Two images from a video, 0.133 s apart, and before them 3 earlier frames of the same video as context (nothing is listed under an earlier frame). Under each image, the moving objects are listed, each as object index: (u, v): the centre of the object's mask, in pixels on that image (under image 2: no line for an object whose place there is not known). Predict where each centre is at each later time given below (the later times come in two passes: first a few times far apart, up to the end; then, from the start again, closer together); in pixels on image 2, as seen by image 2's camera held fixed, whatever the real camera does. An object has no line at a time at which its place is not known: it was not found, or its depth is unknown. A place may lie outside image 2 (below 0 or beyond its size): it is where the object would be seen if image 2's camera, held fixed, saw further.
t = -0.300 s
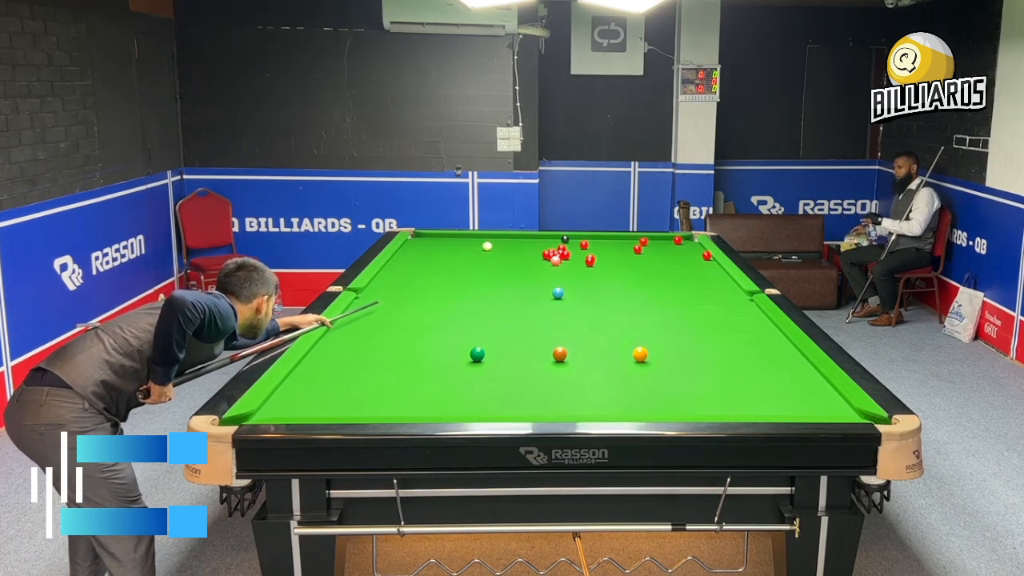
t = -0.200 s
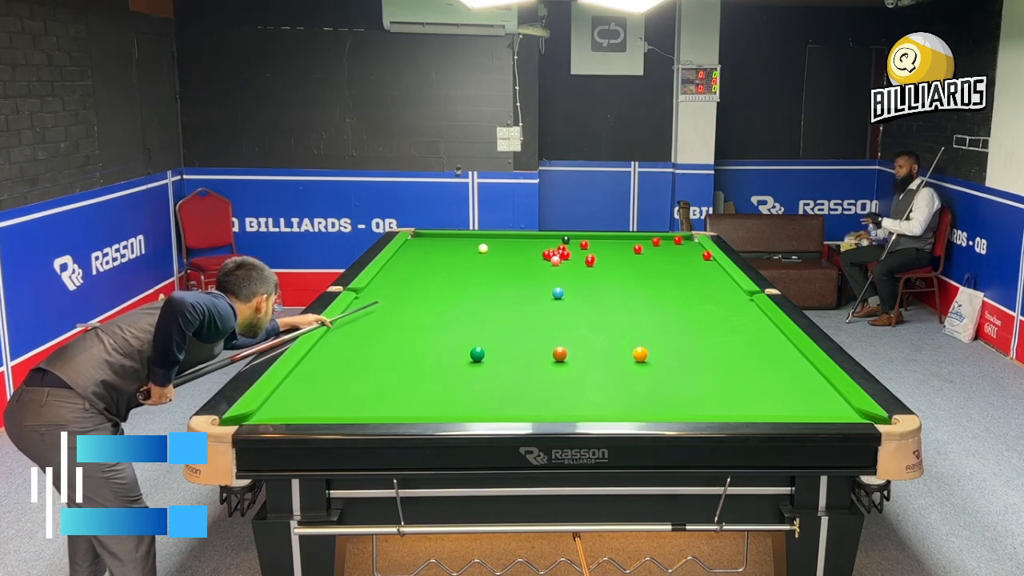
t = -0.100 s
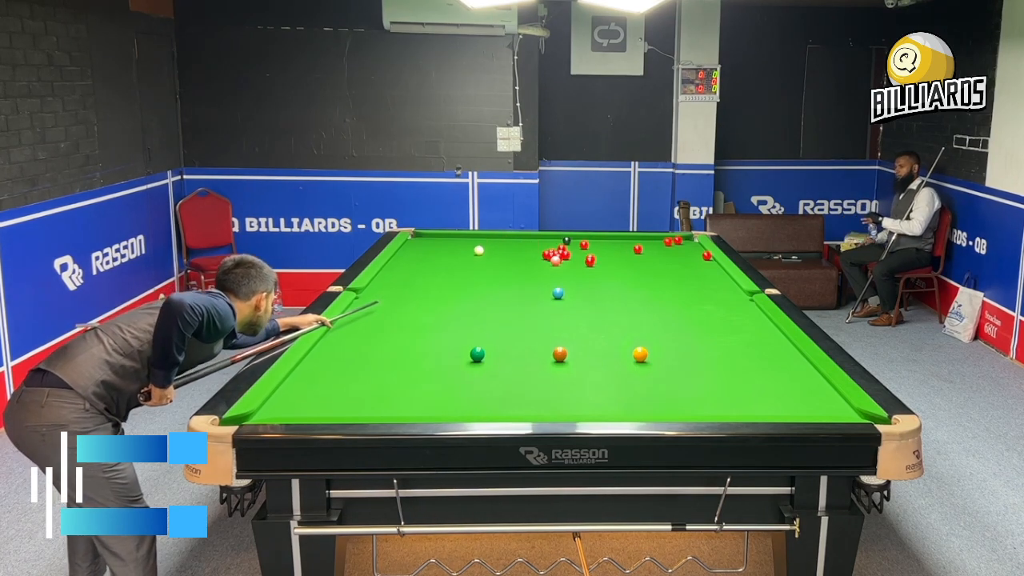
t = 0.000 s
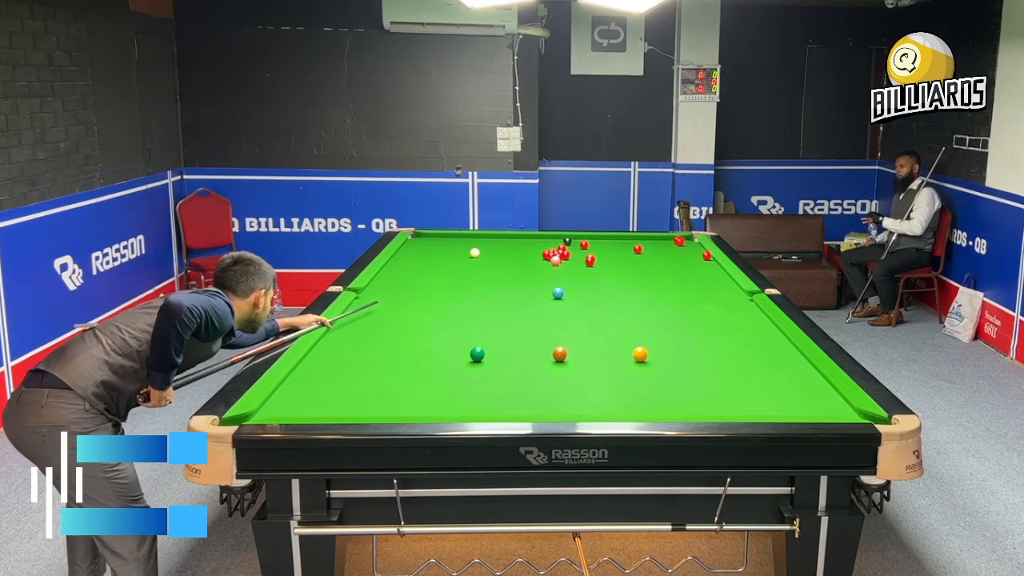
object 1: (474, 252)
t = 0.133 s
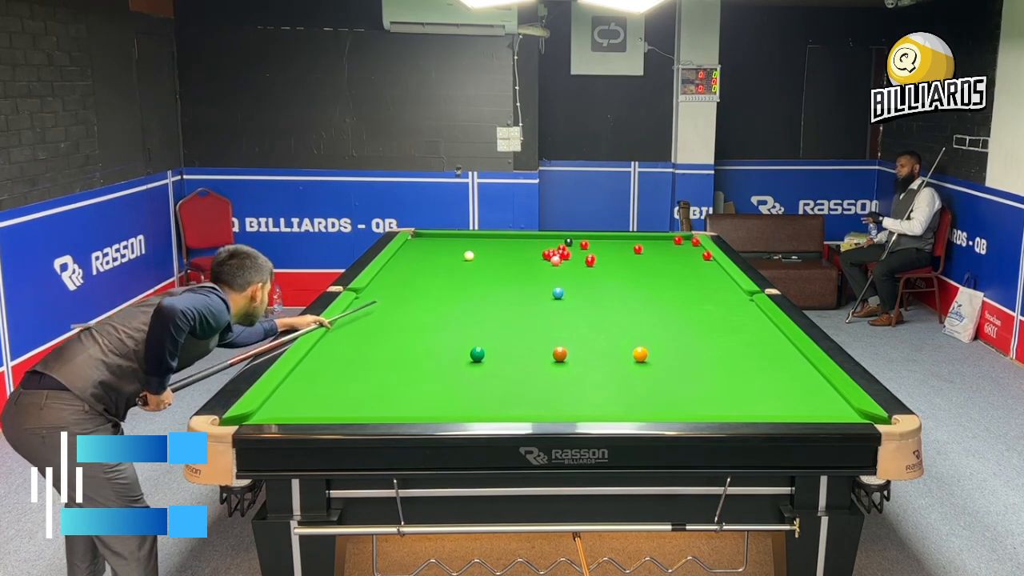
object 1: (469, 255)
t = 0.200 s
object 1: (466, 257)
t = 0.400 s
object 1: (457, 261)
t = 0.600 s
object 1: (448, 266)
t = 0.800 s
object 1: (439, 271)
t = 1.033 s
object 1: (428, 277)
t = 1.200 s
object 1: (420, 281)
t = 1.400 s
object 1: (411, 286)
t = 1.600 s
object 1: (401, 291)
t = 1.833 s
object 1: (390, 298)
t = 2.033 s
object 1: (380, 303)
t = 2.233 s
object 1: (370, 308)
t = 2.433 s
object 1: (360, 314)
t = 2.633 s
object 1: (351, 319)
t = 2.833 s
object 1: (341, 325)
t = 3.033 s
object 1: (333, 330)
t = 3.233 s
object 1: (332, 335)
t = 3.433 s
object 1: (330, 340)
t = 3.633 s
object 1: (329, 345)
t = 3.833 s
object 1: (327, 349)
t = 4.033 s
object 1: (326, 354)
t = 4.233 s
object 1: (324, 358)
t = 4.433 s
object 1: (323, 362)
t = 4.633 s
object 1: (321, 366)
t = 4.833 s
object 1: (320, 369)
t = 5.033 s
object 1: (318, 372)
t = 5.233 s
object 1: (317, 375)
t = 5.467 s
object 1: (315, 378)
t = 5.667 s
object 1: (315, 380)
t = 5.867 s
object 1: (314, 382)
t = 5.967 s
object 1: (314, 383)
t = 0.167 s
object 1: (467, 256)
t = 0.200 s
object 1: (466, 257)
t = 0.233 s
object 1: (464, 257)
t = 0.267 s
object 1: (463, 258)
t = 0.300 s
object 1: (461, 259)
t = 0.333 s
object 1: (460, 260)
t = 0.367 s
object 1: (458, 261)
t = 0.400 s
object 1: (457, 261)
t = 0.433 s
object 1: (455, 262)
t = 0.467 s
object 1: (454, 263)
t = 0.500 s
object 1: (453, 264)
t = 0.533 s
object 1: (451, 265)
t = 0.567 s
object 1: (449, 265)
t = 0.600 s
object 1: (448, 266)
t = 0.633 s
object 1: (446, 267)
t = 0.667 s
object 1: (445, 268)
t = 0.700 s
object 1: (444, 269)
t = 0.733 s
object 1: (442, 269)
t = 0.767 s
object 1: (441, 270)
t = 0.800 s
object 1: (439, 271)
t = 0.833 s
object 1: (437, 272)
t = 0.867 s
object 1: (436, 273)
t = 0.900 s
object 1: (434, 274)
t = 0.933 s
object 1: (433, 274)
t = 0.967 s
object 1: (431, 275)
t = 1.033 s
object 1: (428, 277)
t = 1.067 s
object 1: (426, 278)
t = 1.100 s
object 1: (425, 279)
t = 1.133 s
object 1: (423, 279)
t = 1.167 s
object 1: (422, 280)
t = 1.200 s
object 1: (420, 281)
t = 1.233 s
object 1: (419, 282)
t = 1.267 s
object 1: (417, 283)
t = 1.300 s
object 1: (415, 284)
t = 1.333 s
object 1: (414, 284)
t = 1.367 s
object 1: (413, 285)
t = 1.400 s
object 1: (411, 286)
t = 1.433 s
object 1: (409, 287)
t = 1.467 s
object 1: (408, 288)
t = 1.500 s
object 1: (406, 289)
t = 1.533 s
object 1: (404, 290)
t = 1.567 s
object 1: (403, 291)
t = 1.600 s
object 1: (401, 291)
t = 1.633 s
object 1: (400, 292)
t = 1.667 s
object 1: (398, 293)
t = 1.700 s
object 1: (396, 294)
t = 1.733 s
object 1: (395, 295)
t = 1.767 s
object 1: (393, 296)
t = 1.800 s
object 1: (391, 297)
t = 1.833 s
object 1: (390, 298)
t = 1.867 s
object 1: (388, 299)
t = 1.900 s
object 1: (387, 300)
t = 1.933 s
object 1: (385, 300)
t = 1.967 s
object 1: (383, 301)
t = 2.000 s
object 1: (382, 302)
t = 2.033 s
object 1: (380, 303)
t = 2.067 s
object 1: (378, 304)
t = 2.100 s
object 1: (376, 305)
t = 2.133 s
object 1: (375, 306)
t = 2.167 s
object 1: (373, 307)
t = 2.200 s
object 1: (372, 308)
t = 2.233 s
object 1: (370, 308)
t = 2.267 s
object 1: (368, 309)
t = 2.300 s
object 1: (367, 310)
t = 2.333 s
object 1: (365, 311)
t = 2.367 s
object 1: (363, 312)
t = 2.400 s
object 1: (362, 313)
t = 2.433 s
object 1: (360, 314)
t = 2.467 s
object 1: (358, 315)
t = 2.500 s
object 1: (357, 316)
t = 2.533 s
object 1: (355, 317)
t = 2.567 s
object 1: (354, 318)
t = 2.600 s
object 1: (352, 319)
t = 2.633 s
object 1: (351, 319)
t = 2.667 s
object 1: (349, 320)
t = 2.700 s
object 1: (347, 321)
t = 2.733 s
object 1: (345, 322)
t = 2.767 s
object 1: (344, 323)
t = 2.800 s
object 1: (343, 324)
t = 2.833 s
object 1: (341, 325)
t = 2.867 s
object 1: (339, 326)
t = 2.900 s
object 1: (338, 327)
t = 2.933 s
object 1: (336, 328)
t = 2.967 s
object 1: (334, 329)
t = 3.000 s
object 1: (333, 330)
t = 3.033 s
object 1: (333, 330)
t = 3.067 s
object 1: (333, 331)
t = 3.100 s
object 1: (333, 332)
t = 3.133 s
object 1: (333, 333)
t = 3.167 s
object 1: (332, 334)
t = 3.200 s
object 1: (332, 335)
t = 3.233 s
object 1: (332, 335)
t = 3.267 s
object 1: (331, 336)
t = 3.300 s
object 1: (331, 337)
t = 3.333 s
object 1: (331, 338)
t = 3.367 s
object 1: (331, 339)
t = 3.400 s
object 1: (331, 339)
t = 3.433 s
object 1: (330, 340)
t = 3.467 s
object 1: (330, 341)
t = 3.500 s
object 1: (330, 342)
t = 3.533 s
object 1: (329, 343)
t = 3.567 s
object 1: (329, 343)
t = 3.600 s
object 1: (329, 344)
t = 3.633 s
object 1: (329, 345)
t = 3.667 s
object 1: (328, 346)
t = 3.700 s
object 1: (328, 347)
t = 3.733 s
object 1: (328, 347)
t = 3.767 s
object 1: (328, 348)
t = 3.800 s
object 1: (327, 349)
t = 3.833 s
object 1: (327, 349)
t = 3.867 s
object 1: (327, 350)
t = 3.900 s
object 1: (327, 351)
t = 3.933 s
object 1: (327, 352)
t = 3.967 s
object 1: (326, 352)
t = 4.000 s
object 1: (326, 353)
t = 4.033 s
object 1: (326, 354)
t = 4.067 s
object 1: (325, 354)
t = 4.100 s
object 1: (325, 355)
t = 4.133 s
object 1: (325, 356)
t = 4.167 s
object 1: (325, 357)
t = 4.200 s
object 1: (325, 357)
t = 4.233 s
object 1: (324, 358)
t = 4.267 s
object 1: (324, 359)
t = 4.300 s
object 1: (324, 359)
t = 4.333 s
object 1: (323, 360)
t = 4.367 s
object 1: (323, 361)
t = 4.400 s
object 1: (323, 361)
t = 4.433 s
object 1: (323, 362)
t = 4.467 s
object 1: (322, 363)
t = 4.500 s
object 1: (322, 363)
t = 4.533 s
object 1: (322, 364)
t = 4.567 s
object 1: (322, 364)
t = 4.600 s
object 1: (321, 365)
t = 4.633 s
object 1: (321, 366)
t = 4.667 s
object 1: (321, 366)
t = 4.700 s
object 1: (320, 367)
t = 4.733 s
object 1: (320, 367)
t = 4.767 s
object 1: (320, 368)
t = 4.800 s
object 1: (320, 368)
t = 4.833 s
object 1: (320, 369)
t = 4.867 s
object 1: (319, 370)
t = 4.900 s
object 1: (319, 370)
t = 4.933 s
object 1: (319, 371)
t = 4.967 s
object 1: (319, 371)
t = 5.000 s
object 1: (318, 372)
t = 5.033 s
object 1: (318, 372)
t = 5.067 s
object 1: (318, 373)
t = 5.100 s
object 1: (318, 373)
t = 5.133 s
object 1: (317, 374)
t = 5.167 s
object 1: (317, 374)
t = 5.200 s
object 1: (317, 375)
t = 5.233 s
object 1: (317, 375)
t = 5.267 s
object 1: (316, 376)
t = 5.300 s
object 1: (316, 376)
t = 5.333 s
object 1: (316, 377)
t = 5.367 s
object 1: (316, 377)
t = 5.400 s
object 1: (316, 377)
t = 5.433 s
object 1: (316, 378)
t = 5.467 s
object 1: (315, 378)
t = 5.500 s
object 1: (315, 378)
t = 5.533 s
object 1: (315, 379)
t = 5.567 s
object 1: (315, 379)
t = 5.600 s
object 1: (315, 380)
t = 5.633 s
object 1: (315, 380)
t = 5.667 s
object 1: (315, 380)
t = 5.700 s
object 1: (314, 380)
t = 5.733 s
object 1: (314, 381)
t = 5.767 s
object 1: (314, 381)
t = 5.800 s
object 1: (314, 381)
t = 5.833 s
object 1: (314, 382)
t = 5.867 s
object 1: (314, 382)
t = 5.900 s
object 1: (314, 382)
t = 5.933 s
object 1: (314, 382)
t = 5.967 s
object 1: (314, 383)
